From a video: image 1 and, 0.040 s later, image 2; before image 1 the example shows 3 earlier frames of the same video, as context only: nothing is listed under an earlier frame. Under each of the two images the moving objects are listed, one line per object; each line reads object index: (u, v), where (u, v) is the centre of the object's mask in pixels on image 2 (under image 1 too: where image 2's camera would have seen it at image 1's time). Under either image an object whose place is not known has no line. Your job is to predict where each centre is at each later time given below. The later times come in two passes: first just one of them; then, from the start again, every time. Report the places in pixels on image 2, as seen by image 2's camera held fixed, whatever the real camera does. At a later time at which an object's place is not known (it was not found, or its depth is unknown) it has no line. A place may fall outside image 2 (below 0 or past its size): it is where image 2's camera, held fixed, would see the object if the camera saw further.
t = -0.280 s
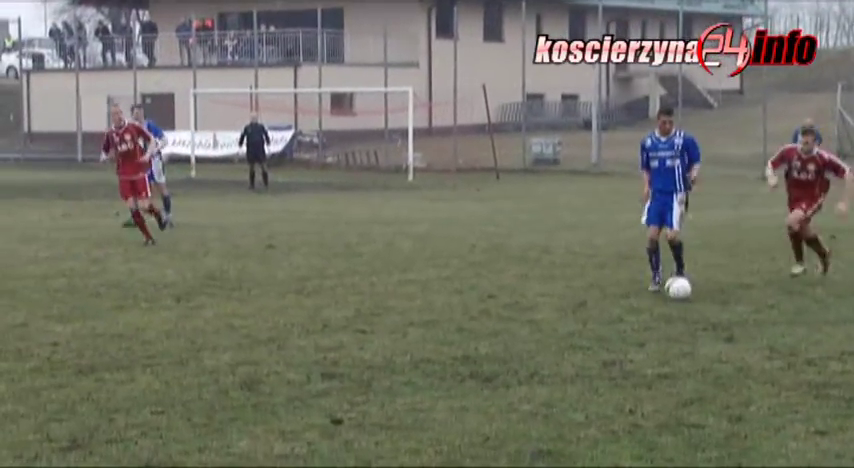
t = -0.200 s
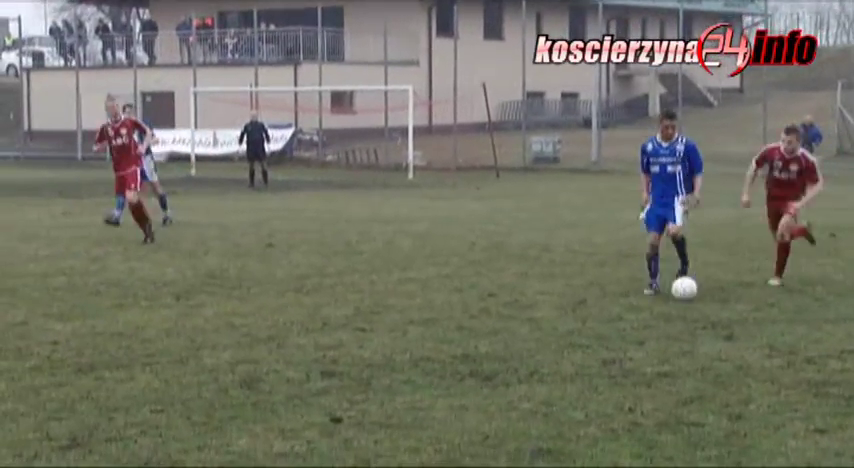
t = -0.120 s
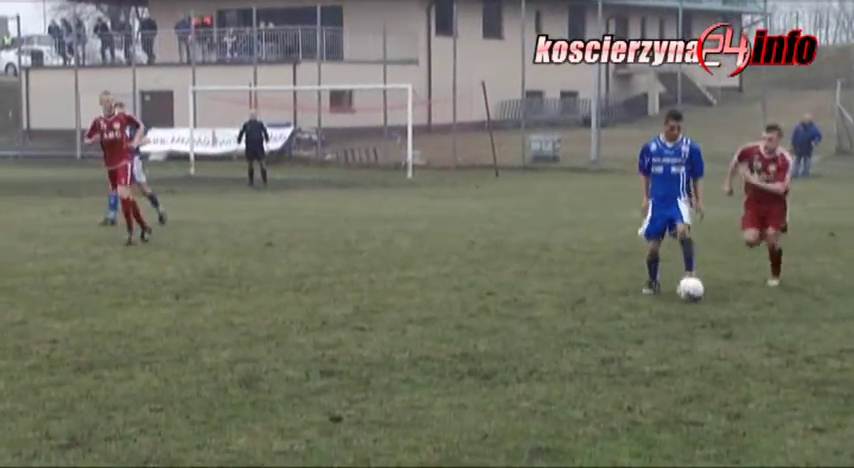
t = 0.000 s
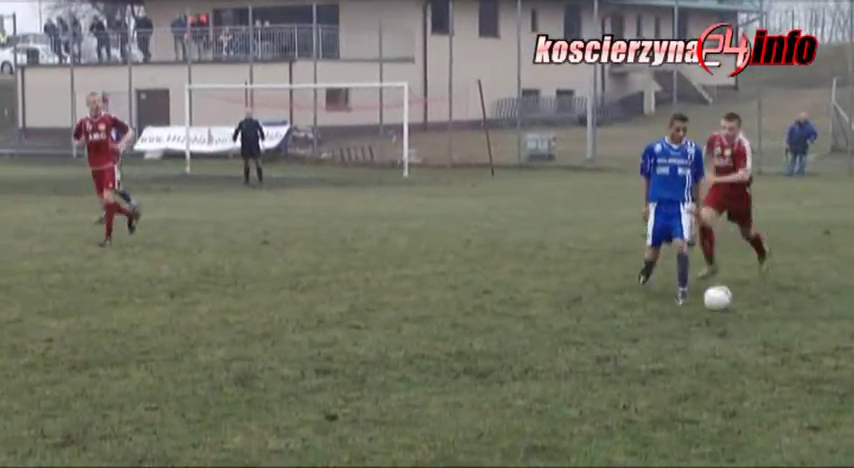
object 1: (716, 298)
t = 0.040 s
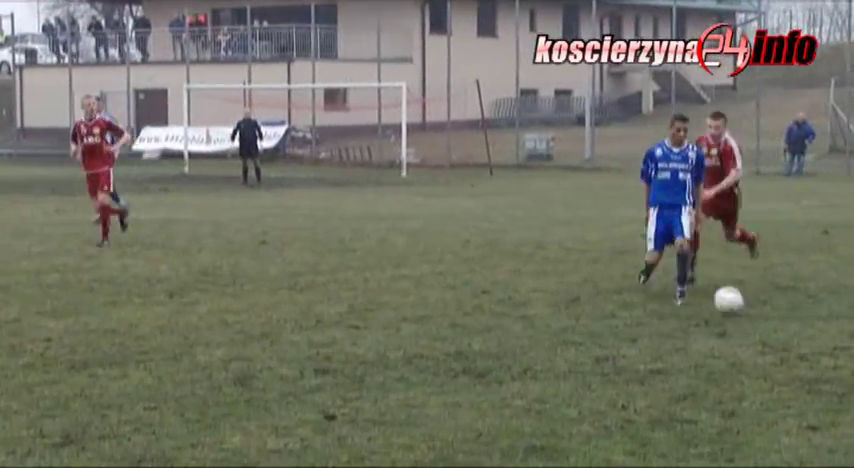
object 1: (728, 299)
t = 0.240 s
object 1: (793, 314)
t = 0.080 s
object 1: (740, 301)
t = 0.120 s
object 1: (753, 305)
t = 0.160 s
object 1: (767, 311)
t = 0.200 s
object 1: (780, 314)
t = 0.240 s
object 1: (793, 314)
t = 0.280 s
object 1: (807, 318)
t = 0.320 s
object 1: (821, 325)
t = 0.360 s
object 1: (836, 330)
